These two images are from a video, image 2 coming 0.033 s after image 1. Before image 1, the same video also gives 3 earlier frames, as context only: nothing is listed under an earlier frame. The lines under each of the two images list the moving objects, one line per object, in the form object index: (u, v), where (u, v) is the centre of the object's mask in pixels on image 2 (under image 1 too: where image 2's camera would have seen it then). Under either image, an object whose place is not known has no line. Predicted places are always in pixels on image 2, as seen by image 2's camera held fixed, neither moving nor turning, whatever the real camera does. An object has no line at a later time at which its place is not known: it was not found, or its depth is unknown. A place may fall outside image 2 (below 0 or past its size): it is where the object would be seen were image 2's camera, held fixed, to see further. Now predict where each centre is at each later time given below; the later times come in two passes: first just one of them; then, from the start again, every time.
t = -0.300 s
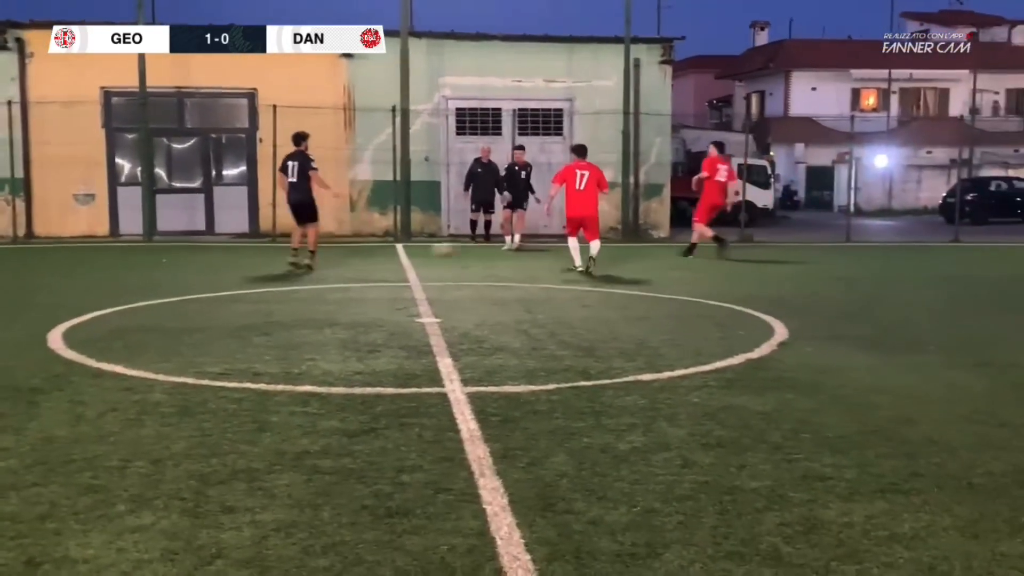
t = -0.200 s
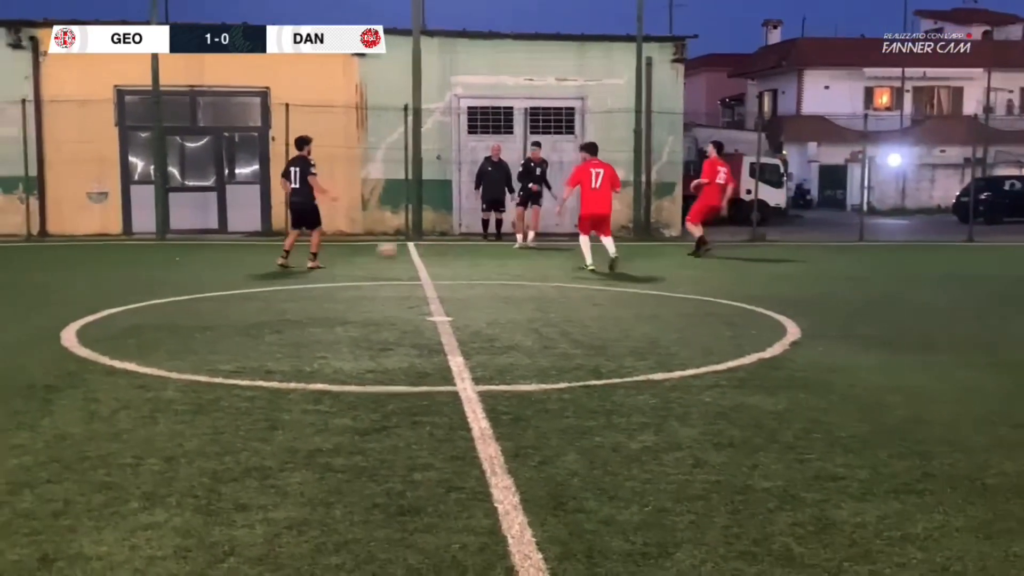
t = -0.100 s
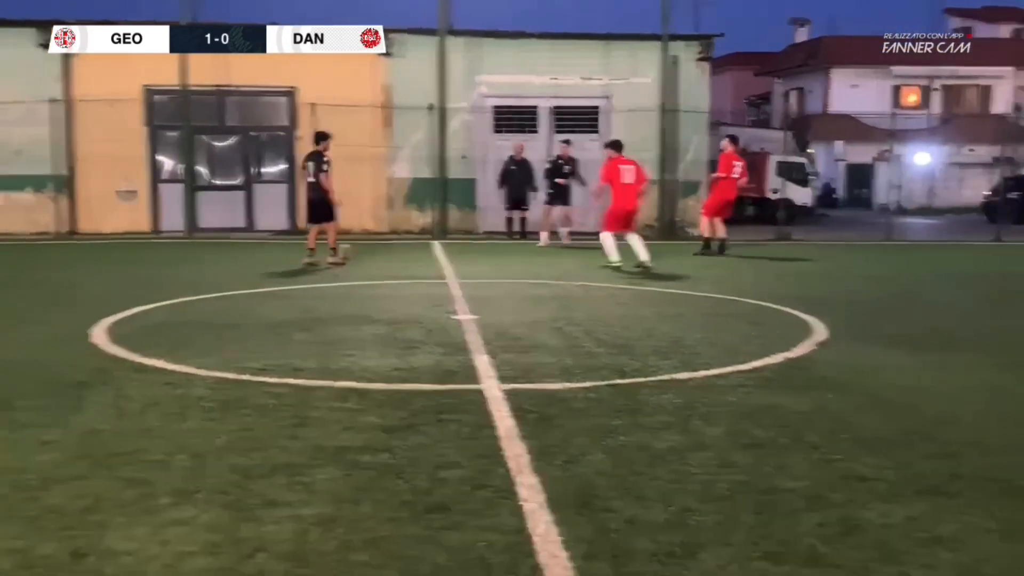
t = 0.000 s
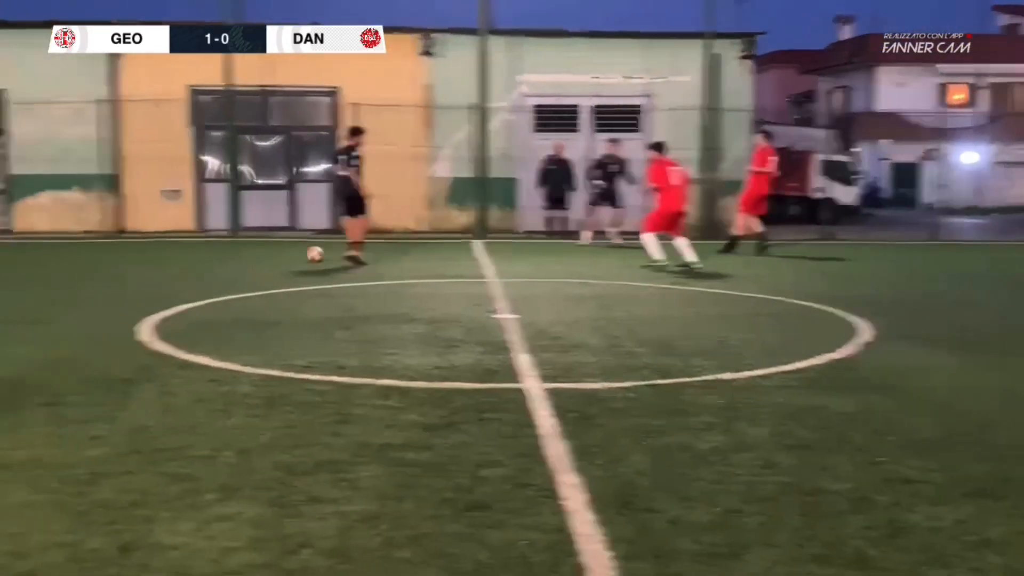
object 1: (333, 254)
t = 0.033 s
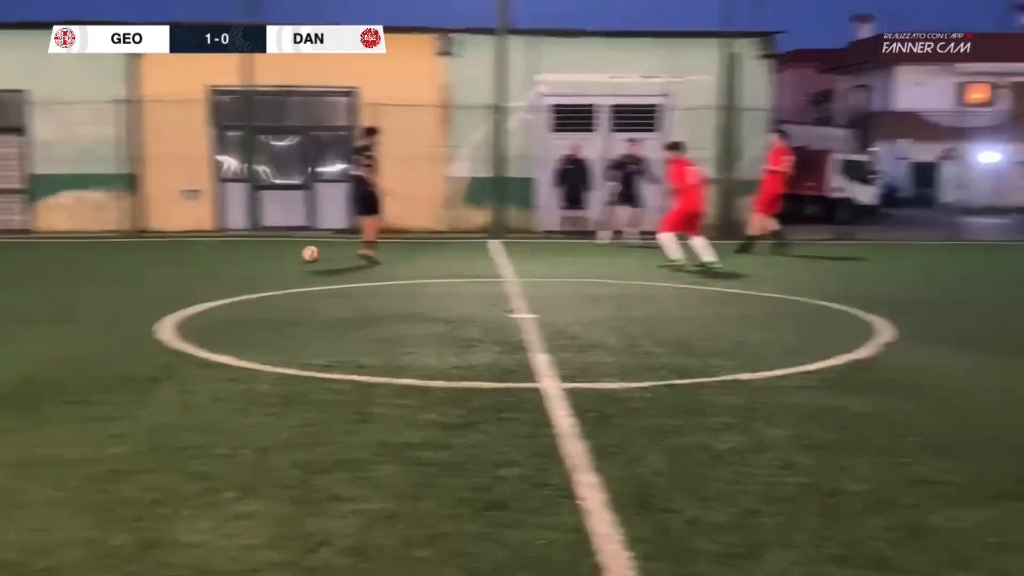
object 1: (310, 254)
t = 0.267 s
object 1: (156, 261)
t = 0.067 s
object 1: (287, 255)
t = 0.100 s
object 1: (265, 257)
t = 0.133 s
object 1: (243, 258)
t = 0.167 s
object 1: (222, 259)
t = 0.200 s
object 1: (200, 260)
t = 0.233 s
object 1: (177, 260)
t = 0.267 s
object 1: (156, 261)
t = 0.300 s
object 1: (135, 262)
